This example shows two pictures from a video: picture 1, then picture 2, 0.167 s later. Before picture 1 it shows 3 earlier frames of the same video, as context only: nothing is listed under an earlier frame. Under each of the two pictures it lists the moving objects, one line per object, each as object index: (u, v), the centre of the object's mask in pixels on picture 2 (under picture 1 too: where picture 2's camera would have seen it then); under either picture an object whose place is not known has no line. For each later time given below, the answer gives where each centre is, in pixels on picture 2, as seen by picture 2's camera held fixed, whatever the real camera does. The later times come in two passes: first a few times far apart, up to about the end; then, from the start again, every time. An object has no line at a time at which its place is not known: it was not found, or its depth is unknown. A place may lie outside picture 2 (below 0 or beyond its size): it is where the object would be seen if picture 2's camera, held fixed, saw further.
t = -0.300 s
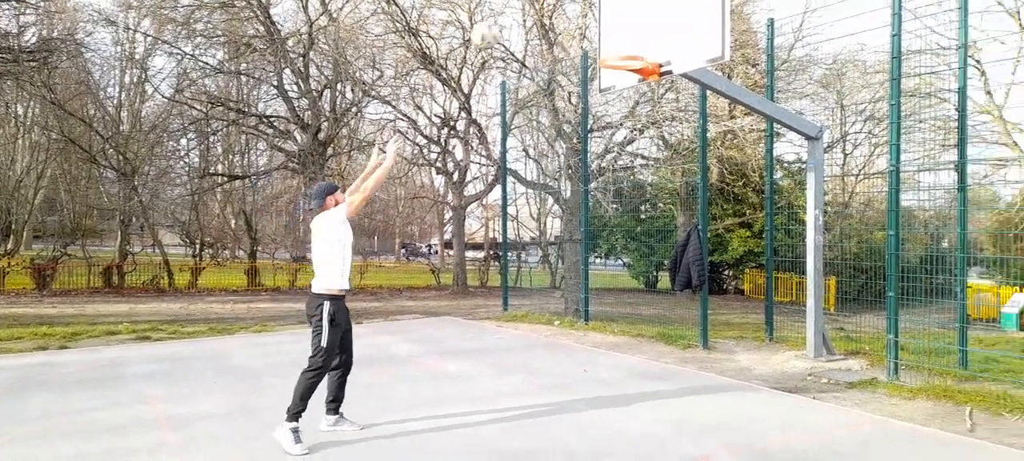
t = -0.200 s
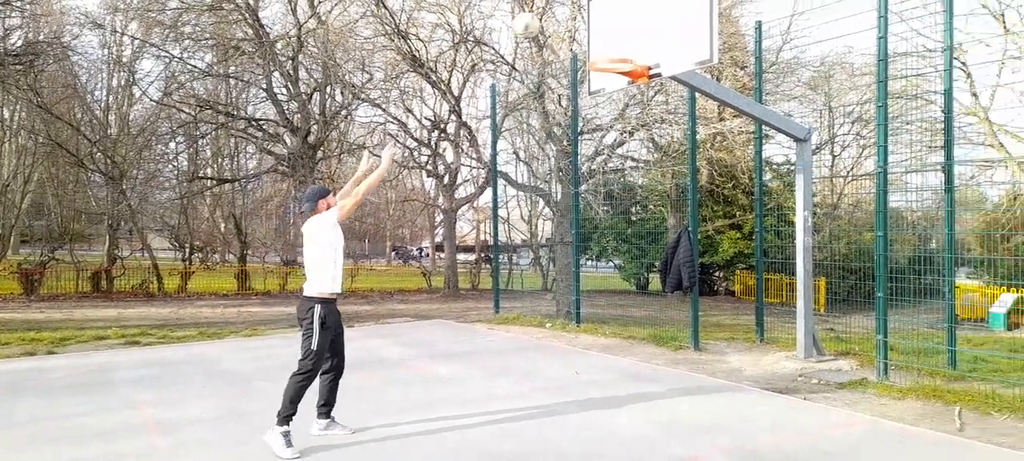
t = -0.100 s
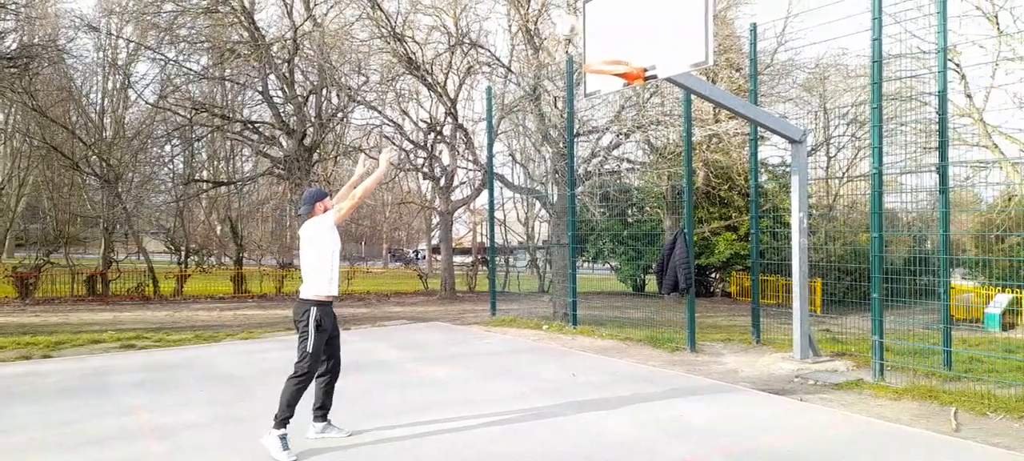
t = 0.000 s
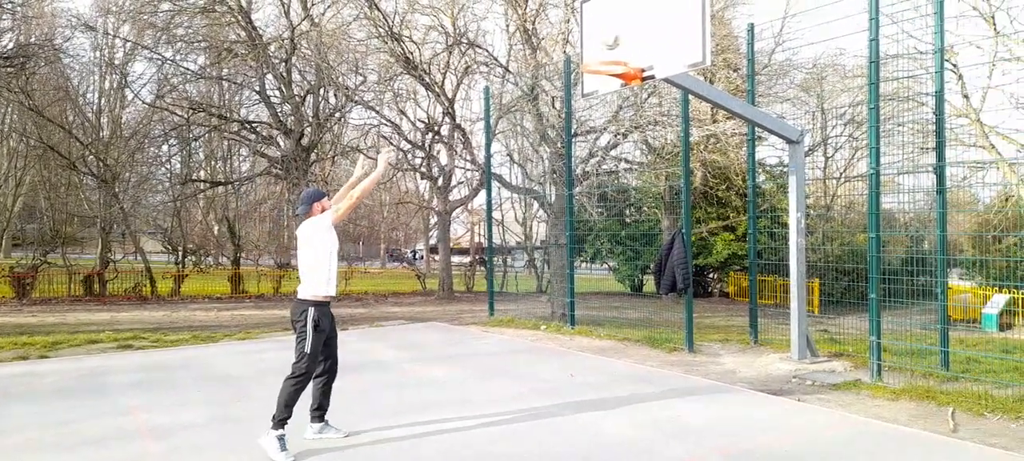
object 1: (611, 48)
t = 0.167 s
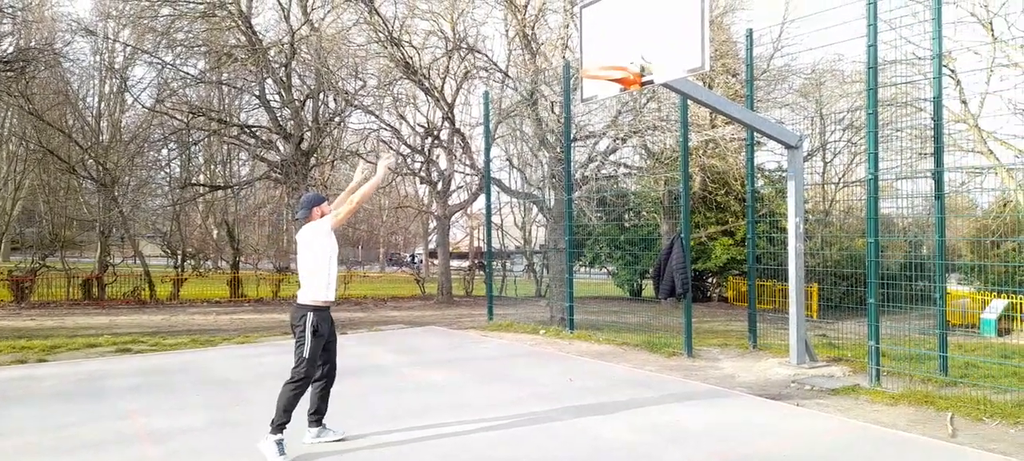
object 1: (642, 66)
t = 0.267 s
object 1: (650, 68)
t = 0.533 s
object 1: (671, 124)
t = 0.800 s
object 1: (700, 301)
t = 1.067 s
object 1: (725, 366)
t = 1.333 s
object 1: (742, 265)
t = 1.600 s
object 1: (765, 269)
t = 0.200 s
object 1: (644, 67)
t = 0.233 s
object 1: (644, 64)
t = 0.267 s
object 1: (650, 68)
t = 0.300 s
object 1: (652, 69)
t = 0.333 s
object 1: (655, 75)
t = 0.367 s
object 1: (655, 76)
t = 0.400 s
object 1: (656, 82)
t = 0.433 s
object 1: (662, 90)
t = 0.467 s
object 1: (664, 99)
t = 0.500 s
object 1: (666, 111)
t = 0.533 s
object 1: (671, 124)
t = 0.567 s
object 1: (674, 138)
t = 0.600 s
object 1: (677, 156)
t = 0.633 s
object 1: (681, 175)
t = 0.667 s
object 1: (685, 196)
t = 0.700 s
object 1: (689, 220)
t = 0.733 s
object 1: (693, 244)
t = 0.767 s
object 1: (696, 272)
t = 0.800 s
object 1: (700, 301)
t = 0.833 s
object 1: (704, 332)
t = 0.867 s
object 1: (709, 366)
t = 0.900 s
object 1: (713, 406)
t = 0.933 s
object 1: (720, 447)
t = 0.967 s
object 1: (720, 426)
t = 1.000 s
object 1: (722, 407)
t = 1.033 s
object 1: (723, 386)
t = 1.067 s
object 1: (725, 366)
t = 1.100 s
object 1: (726, 347)
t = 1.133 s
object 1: (728, 331)
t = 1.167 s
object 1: (730, 317)
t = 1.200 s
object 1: (733, 304)
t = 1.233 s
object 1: (735, 293)
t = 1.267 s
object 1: (737, 282)
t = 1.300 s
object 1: (740, 273)
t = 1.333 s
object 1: (742, 265)
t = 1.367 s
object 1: (745, 260)
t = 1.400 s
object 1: (747, 256)
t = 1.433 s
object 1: (750, 253)
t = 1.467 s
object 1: (753, 252)
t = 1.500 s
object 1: (755, 254)
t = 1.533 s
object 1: (759, 257)
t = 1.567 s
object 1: (762, 262)
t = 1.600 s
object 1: (765, 269)
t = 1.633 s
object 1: (768, 279)
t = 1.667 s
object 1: (770, 291)
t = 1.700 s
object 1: (774, 306)
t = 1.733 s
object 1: (779, 322)
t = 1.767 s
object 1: (782, 341)
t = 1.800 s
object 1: (786, 363)
